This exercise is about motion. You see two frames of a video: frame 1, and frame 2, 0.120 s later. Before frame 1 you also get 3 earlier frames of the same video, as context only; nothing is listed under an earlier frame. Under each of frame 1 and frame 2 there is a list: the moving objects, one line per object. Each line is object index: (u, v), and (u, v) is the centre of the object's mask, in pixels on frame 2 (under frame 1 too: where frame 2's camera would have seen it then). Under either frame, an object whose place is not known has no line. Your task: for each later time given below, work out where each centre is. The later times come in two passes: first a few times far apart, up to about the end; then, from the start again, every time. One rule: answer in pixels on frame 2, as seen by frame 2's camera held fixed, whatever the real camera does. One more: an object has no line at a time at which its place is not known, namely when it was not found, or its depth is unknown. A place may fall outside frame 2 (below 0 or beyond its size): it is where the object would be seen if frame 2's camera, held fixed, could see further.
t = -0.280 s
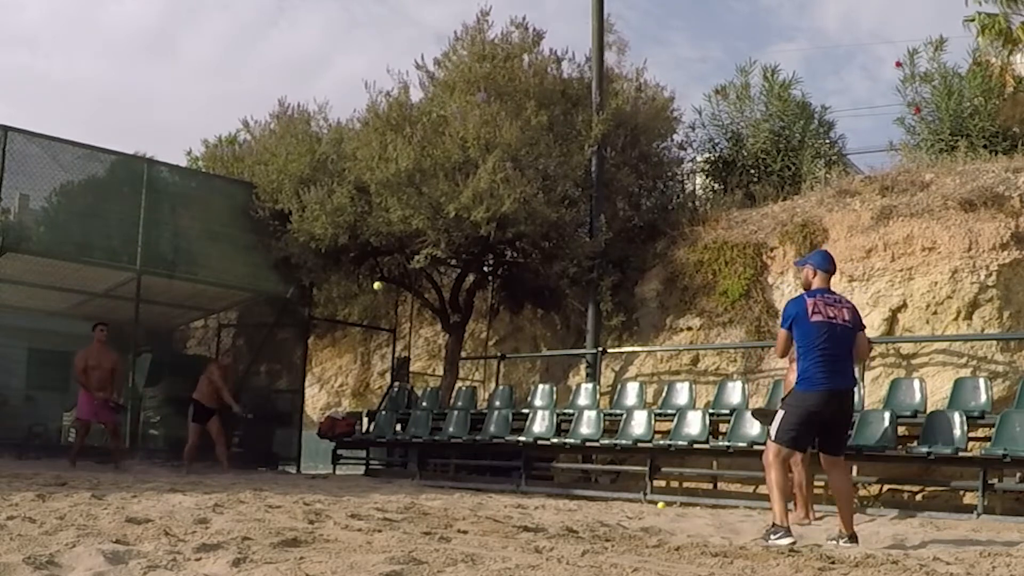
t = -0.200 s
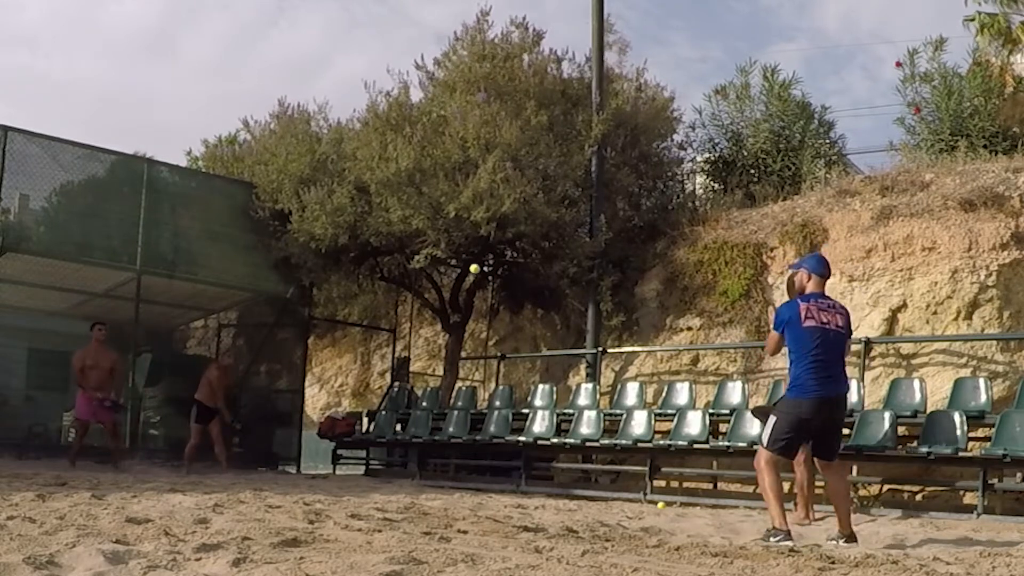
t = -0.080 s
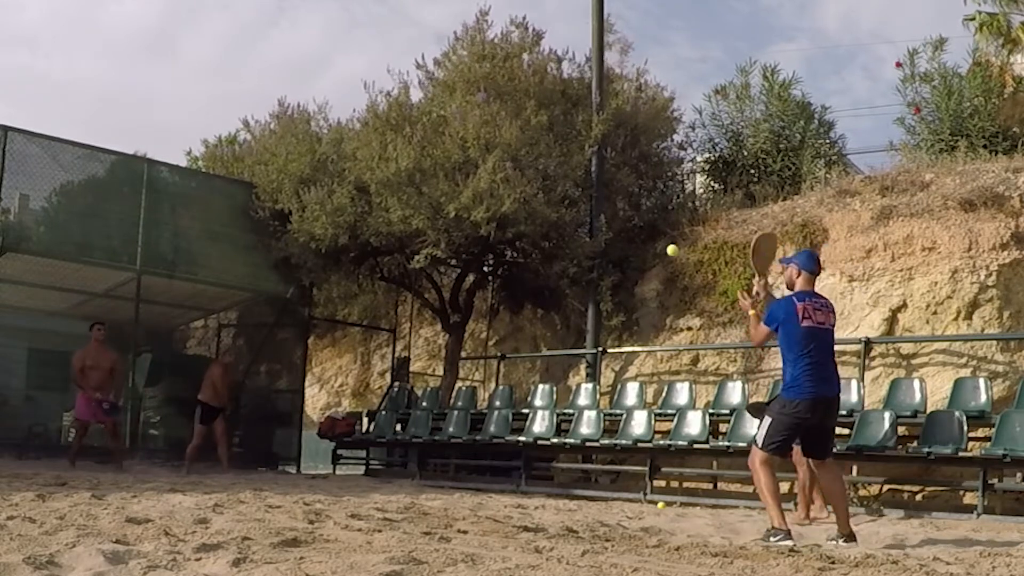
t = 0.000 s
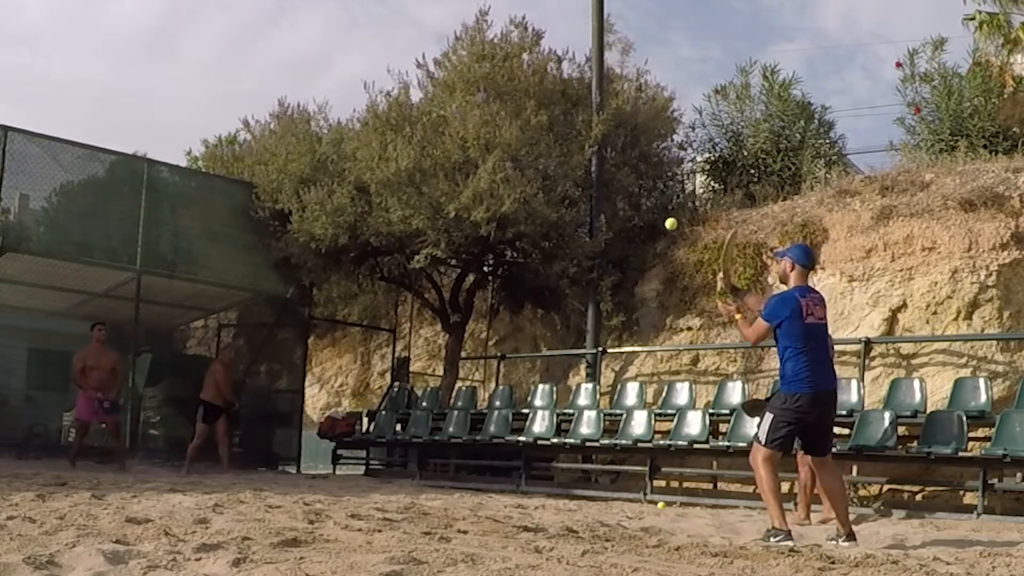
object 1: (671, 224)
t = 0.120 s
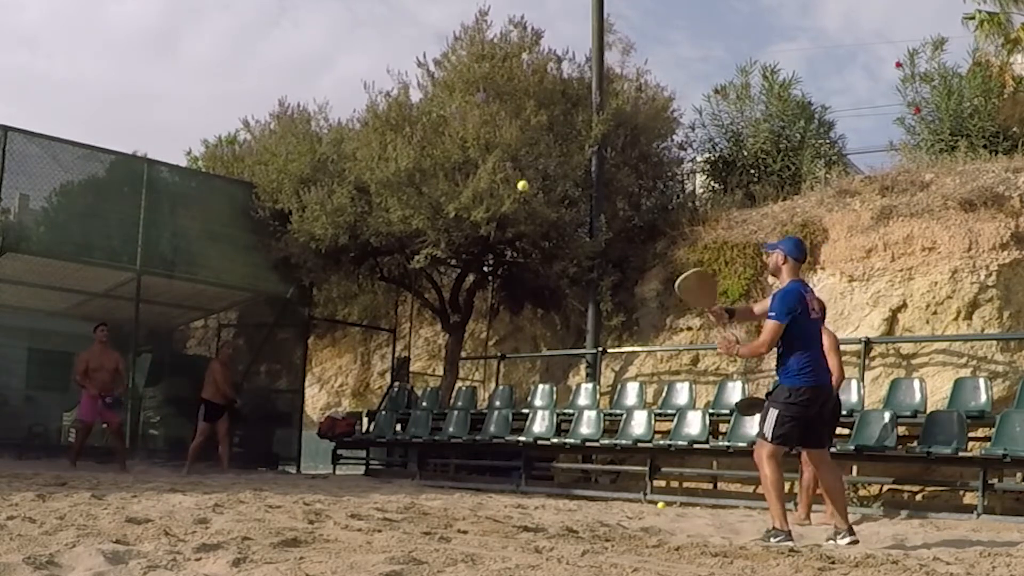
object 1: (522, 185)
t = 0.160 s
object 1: (479, 179)
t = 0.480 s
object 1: (230, 201)
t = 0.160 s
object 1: (479, 179)
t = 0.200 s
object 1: (440, 176)
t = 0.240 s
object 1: (404, 174)
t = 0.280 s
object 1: (370, 175)
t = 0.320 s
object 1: (338, 177)
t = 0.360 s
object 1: (308, 181)
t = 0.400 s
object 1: (280, 186)
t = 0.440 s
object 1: (254, 193)
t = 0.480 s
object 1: (230, 201)
